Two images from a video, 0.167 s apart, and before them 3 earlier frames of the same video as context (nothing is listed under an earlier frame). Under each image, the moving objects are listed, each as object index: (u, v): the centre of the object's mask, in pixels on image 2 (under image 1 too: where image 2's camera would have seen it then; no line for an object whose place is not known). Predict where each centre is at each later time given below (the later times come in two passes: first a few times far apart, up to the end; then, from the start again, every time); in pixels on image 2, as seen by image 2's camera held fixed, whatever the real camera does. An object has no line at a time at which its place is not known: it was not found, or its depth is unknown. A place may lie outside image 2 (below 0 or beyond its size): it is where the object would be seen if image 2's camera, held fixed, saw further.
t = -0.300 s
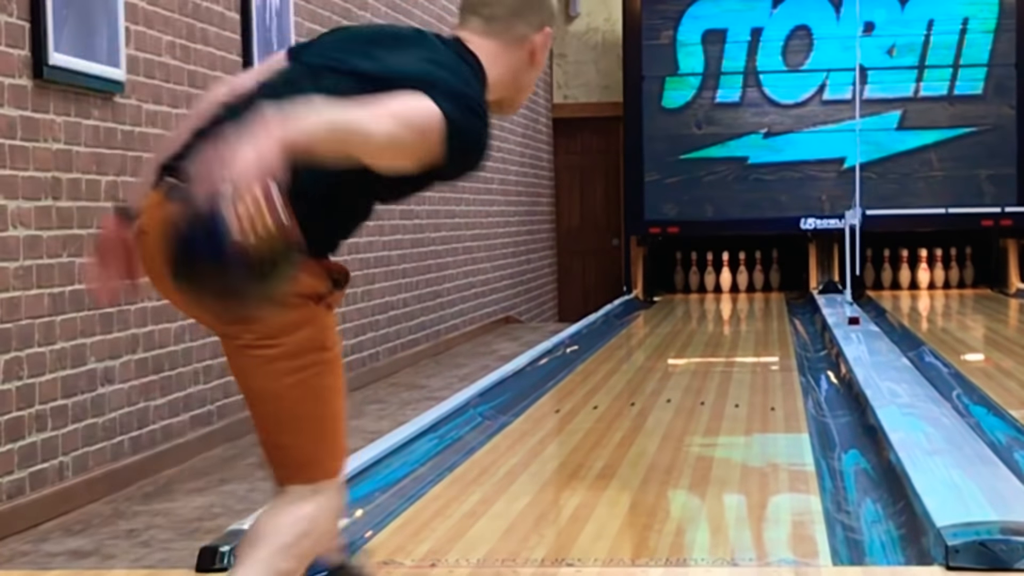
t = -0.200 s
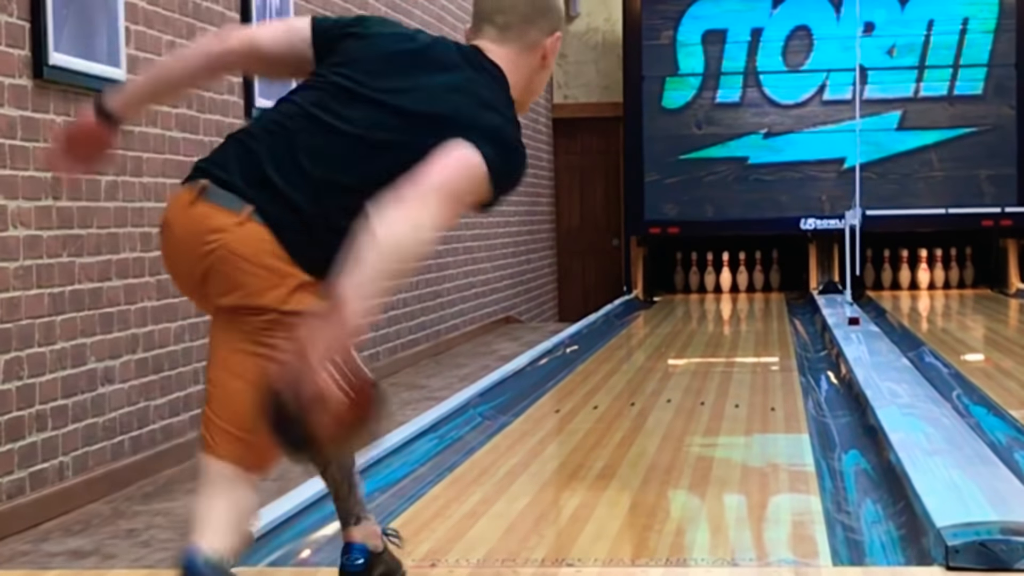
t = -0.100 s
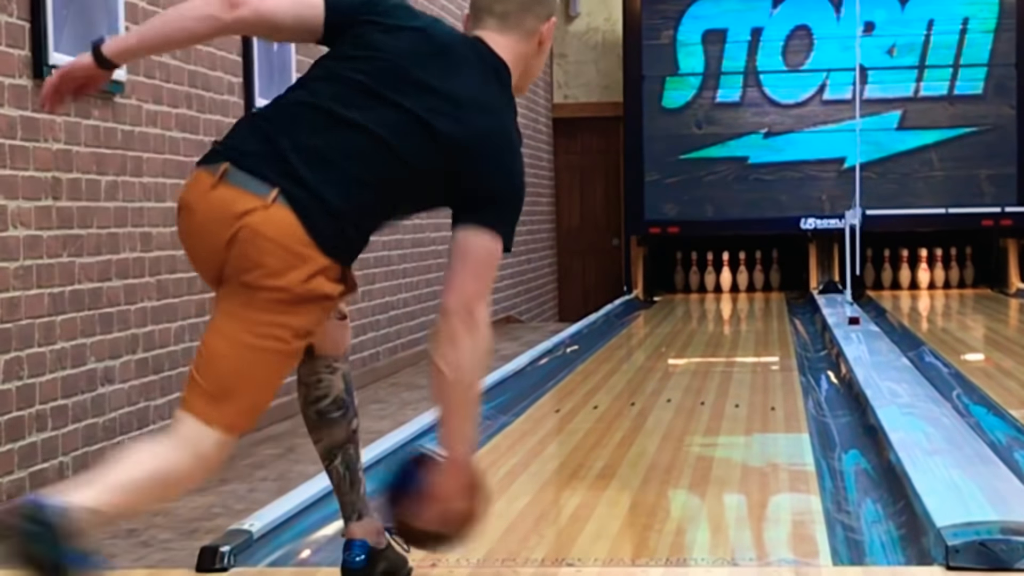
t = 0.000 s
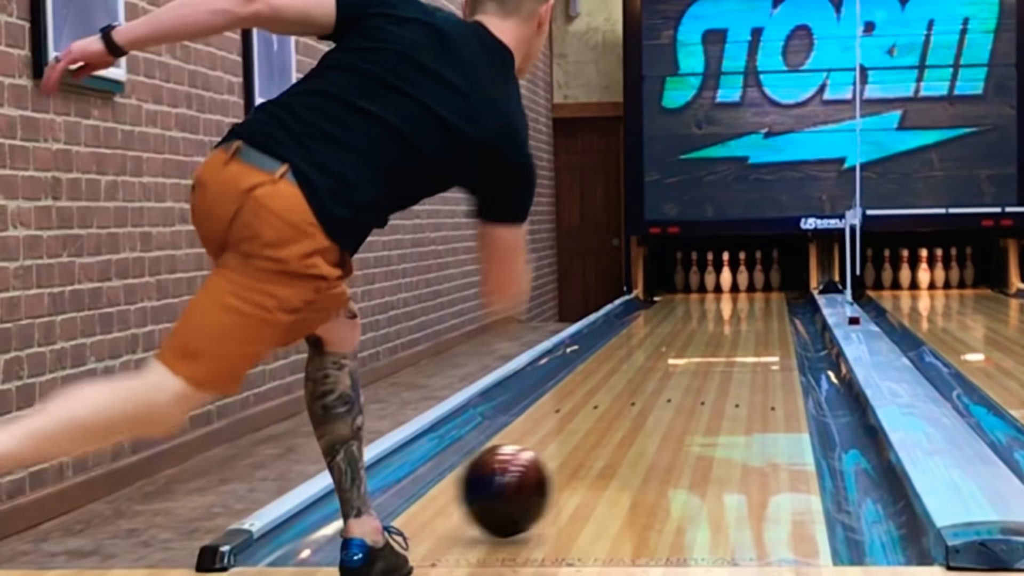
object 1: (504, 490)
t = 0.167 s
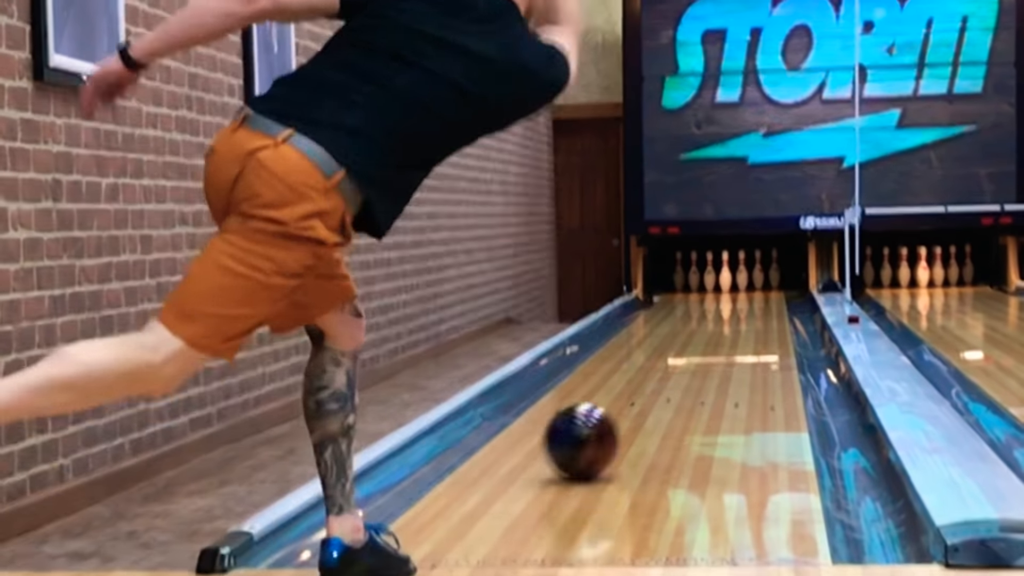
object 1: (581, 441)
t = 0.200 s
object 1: (593, 435)
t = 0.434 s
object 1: (658, 389)
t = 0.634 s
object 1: (694, 362)
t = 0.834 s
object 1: (721, 343)
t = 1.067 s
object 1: (744, 325)
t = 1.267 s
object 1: (757, 314)
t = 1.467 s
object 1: (766, 304)
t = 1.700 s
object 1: (770, 297)
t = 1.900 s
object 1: (768, 291)
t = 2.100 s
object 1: (758, 285)
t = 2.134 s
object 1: (755, 284)
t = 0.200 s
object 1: (593, 435)
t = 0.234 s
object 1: (604, 425)
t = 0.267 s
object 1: (615, 419)
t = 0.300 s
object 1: (625, 412)
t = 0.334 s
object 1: (634, 406)
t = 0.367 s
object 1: (642, 400)
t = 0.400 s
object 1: (650, 394)
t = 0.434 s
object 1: (658, 389)
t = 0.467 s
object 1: (665, 384)
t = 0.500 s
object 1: (672, 379)
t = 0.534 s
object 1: (678, 374)
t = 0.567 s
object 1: (684, 370)
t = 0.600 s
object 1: (689, 366)
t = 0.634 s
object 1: (694, 362)
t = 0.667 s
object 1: (700, 359)
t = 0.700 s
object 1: (705, 355)
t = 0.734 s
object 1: (709, 352)
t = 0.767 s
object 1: (713, 348)
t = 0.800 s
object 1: (718, 345)
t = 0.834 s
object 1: (721, 343)
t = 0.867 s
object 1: (725, 340)
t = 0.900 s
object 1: (728, 337)
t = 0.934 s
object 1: (732, 334)
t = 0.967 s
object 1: (735, 332)
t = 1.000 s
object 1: (738, 329)
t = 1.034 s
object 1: (741, 327)
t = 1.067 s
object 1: (744, 325)
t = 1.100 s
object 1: (746, 323)
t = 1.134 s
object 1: (748, 321)
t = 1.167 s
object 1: (751, 319)
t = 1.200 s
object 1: (753, 318)
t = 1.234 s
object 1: (755, 315)
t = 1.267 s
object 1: (757, 314)
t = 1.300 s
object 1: (758, 312)
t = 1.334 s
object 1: (760, 310)
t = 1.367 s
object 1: (762, 309)
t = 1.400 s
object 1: (763, 307)
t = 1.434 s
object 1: (764, 306)
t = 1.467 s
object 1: (766, 304)
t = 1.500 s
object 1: (768, 303)
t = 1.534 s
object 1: (768, 302)
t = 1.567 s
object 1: (768, 301)
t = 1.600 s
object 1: (769, 300)
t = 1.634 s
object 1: (770, 299)
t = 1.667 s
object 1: (770, 298)
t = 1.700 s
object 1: (770, 297)
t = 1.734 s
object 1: (771, 296)
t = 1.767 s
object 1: (771, 295)
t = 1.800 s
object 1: (770, 293)
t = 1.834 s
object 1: (770, 293)
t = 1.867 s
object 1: (769, 292)
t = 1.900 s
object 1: (768, 291)
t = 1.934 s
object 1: (767, 290)
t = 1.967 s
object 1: (766, 289)
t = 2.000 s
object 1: (764, 288)
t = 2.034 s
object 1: (762, 287)
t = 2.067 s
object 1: (760, 286)
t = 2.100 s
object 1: (758, 285)
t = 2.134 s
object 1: (755, 284)
